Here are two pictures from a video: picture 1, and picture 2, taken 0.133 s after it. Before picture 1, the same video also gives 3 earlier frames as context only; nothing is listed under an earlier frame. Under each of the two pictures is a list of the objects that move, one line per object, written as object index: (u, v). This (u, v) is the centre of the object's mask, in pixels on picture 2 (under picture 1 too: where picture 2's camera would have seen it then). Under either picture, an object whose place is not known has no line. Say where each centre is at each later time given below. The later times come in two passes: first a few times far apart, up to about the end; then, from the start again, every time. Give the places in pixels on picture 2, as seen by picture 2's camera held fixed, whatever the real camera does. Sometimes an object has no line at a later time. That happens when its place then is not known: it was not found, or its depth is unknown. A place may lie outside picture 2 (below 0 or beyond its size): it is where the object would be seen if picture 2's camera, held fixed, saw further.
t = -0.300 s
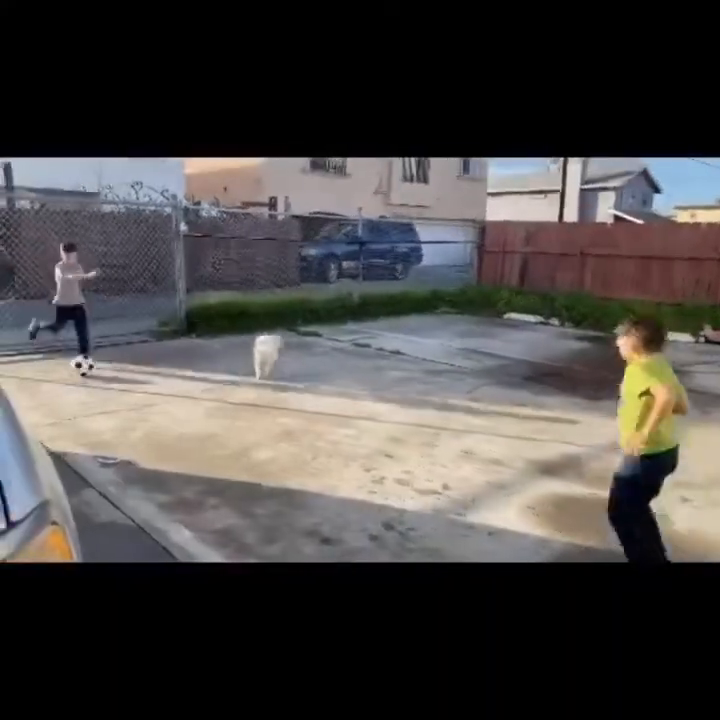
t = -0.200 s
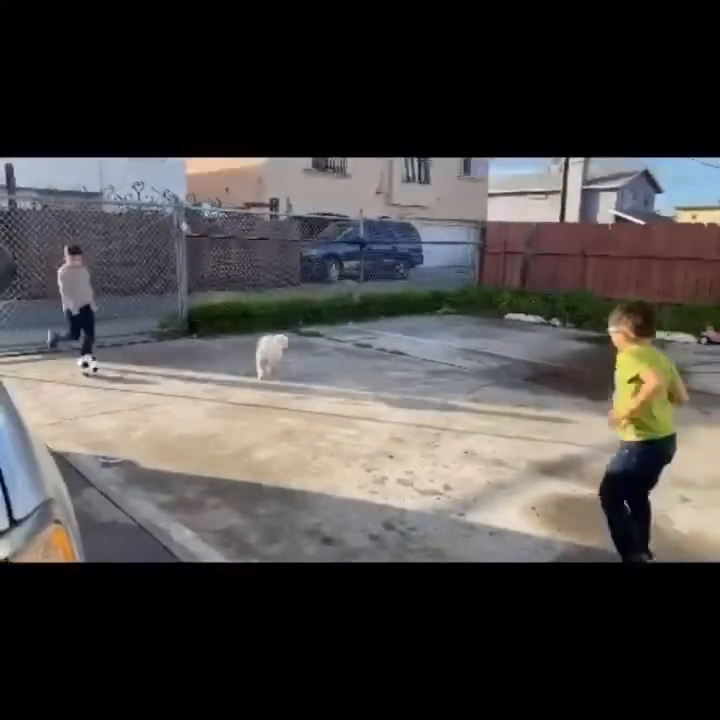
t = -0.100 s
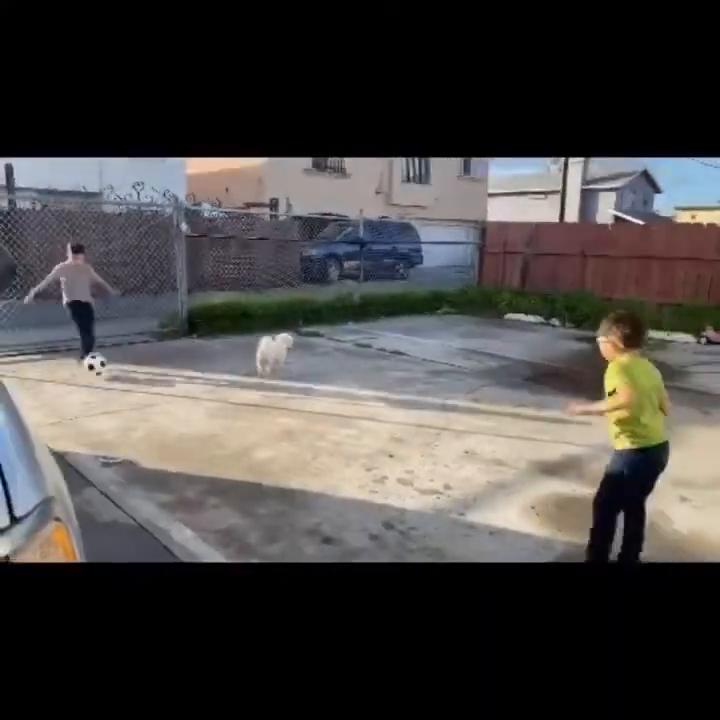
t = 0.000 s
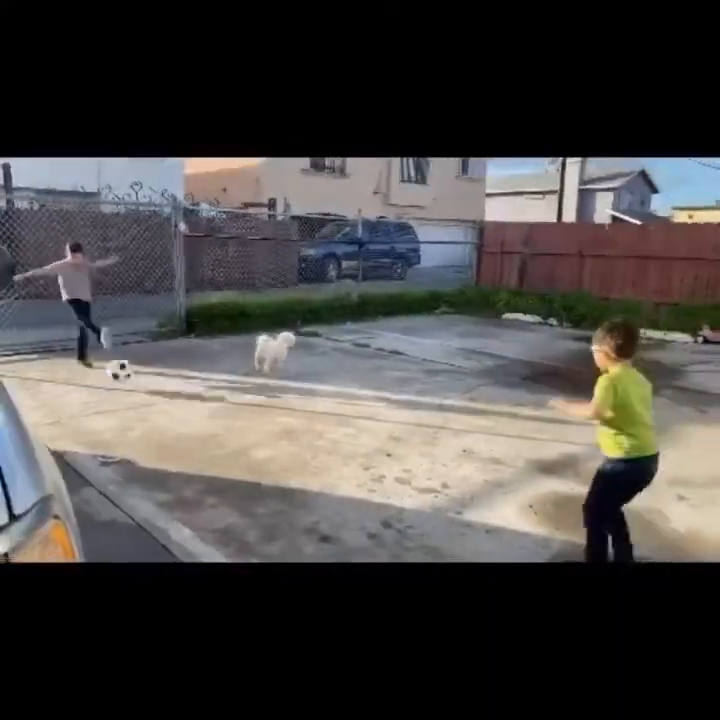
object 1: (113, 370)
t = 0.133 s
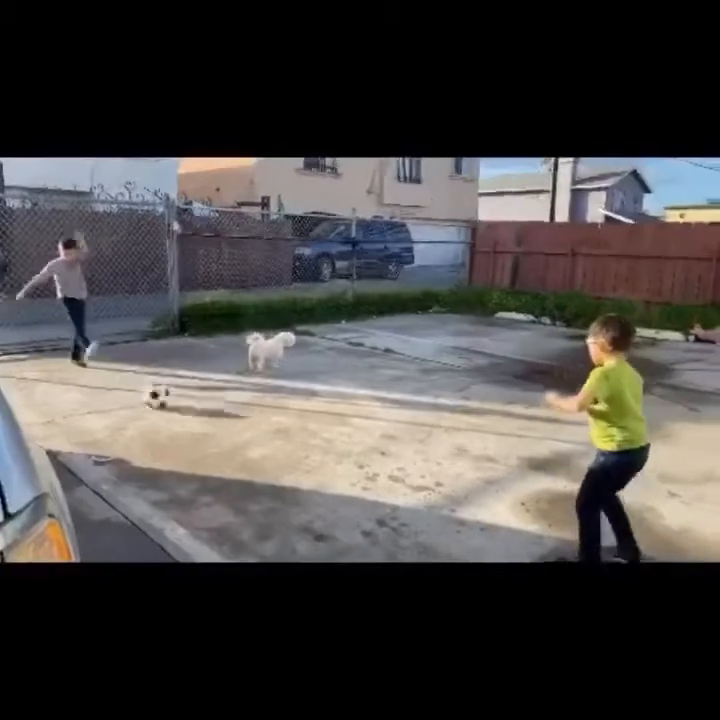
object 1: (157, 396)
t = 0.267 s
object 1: (194, 407)
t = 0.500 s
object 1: (273, 443)
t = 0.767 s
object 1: (397, 496)
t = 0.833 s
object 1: (438, 517)
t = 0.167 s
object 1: (166, 395)
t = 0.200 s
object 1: (173, 397)
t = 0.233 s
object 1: (183, 401)
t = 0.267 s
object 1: (194, 407)
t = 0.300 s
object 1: (203, 413)
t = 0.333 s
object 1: (212, 420)
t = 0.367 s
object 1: (224, 424)
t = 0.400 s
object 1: (236, 428)
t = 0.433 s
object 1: (247, 433)
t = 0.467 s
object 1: (259, 437)
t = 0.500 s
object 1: (273, 443)
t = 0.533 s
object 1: (286, 453)
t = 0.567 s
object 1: (300, 457)
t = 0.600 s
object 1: (314, 462)
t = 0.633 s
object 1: (329, 469)
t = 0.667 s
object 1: (346, 479)
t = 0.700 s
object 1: (362, 485)
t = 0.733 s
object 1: (380, 490)
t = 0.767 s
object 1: (397, 496)
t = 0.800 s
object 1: (417, 506)
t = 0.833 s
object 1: (438, 517)
